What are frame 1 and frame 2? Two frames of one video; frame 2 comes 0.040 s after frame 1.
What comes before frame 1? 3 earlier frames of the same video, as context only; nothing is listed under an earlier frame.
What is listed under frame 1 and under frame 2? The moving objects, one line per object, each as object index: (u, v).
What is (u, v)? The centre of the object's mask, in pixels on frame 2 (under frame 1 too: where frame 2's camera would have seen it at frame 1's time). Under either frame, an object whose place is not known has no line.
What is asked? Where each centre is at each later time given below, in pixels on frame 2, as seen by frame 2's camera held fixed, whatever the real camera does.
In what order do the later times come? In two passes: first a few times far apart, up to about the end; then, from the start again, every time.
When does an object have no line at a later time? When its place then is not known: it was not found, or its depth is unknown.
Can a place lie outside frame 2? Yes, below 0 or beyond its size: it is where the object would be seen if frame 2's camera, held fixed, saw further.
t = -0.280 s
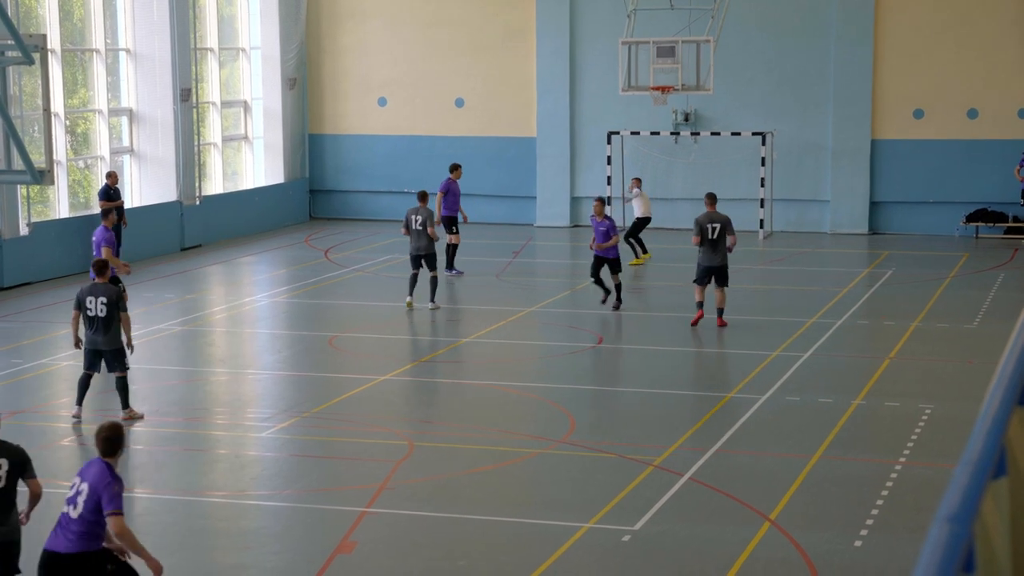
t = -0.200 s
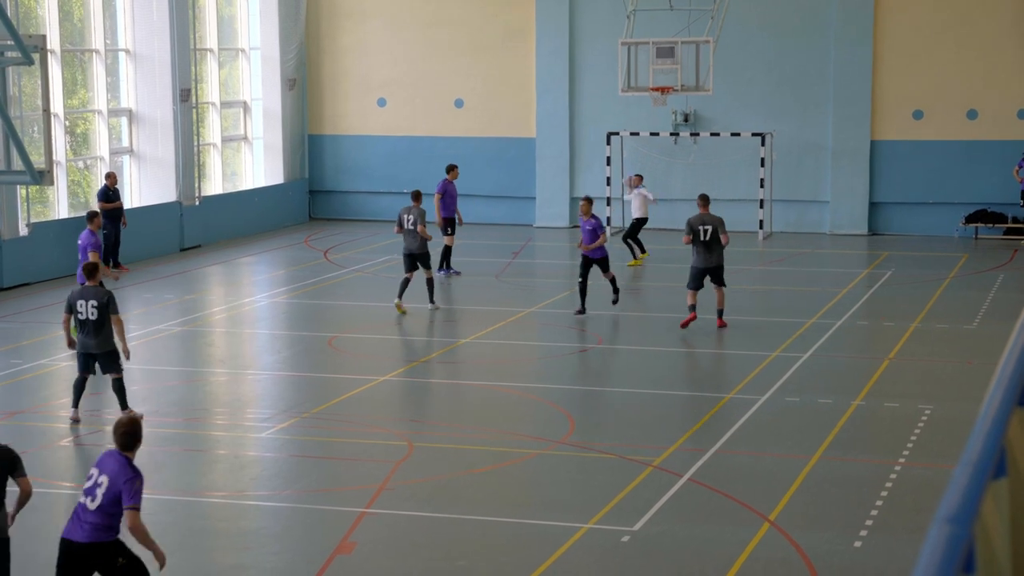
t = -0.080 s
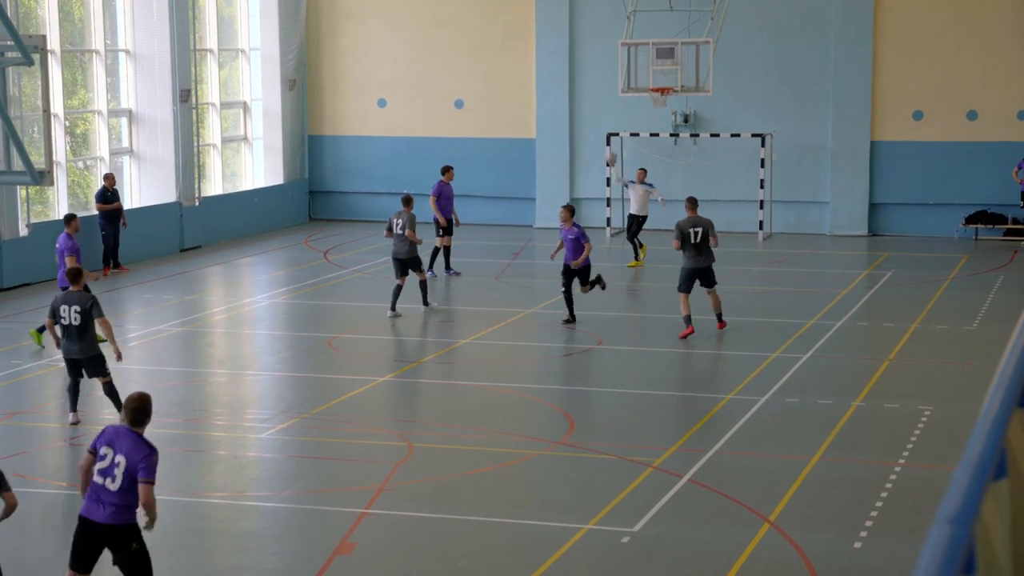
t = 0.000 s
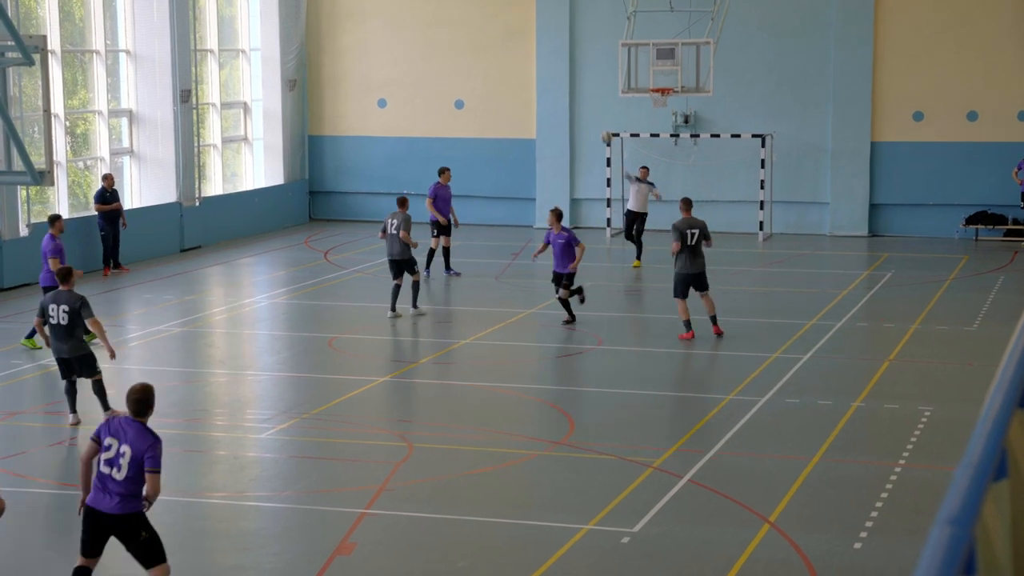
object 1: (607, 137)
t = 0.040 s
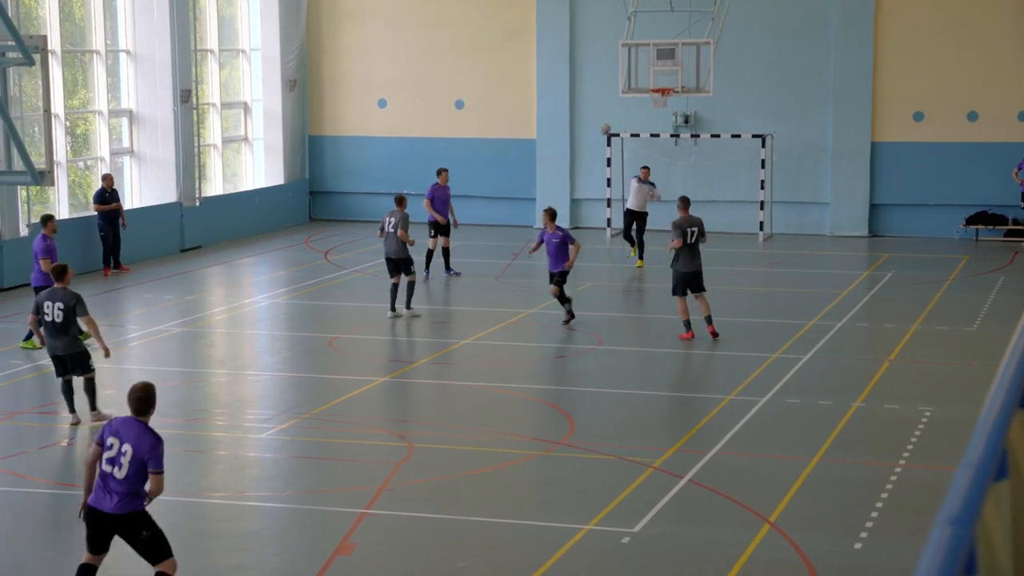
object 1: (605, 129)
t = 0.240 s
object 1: (591, 92)
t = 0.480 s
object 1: (566, 66)
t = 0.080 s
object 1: (602, 120)
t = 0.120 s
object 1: (600, 112)
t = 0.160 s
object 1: (597, 104)
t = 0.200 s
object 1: (595, 98)
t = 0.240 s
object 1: (591, 92)
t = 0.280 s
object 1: (587, 85)
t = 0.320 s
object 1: (584, 80)
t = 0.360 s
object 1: (580, 75)
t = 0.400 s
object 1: (576, 72)
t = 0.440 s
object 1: (572, 69)
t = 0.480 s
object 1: (566, 66)
